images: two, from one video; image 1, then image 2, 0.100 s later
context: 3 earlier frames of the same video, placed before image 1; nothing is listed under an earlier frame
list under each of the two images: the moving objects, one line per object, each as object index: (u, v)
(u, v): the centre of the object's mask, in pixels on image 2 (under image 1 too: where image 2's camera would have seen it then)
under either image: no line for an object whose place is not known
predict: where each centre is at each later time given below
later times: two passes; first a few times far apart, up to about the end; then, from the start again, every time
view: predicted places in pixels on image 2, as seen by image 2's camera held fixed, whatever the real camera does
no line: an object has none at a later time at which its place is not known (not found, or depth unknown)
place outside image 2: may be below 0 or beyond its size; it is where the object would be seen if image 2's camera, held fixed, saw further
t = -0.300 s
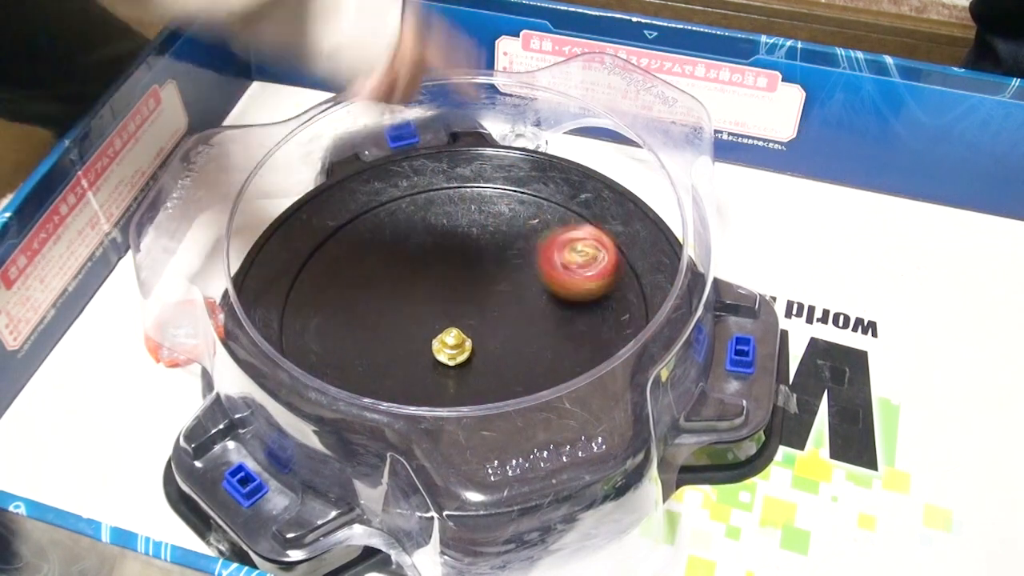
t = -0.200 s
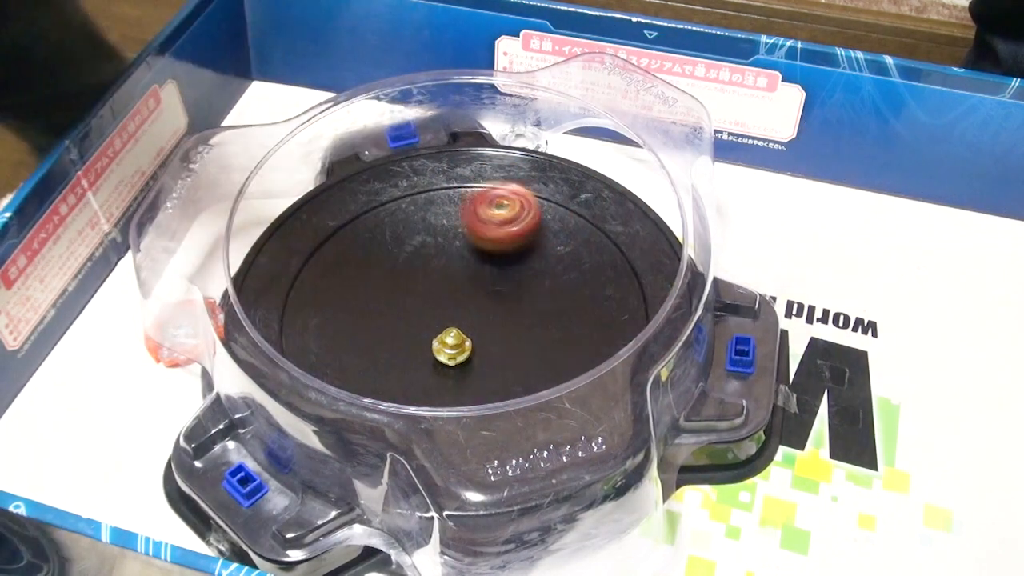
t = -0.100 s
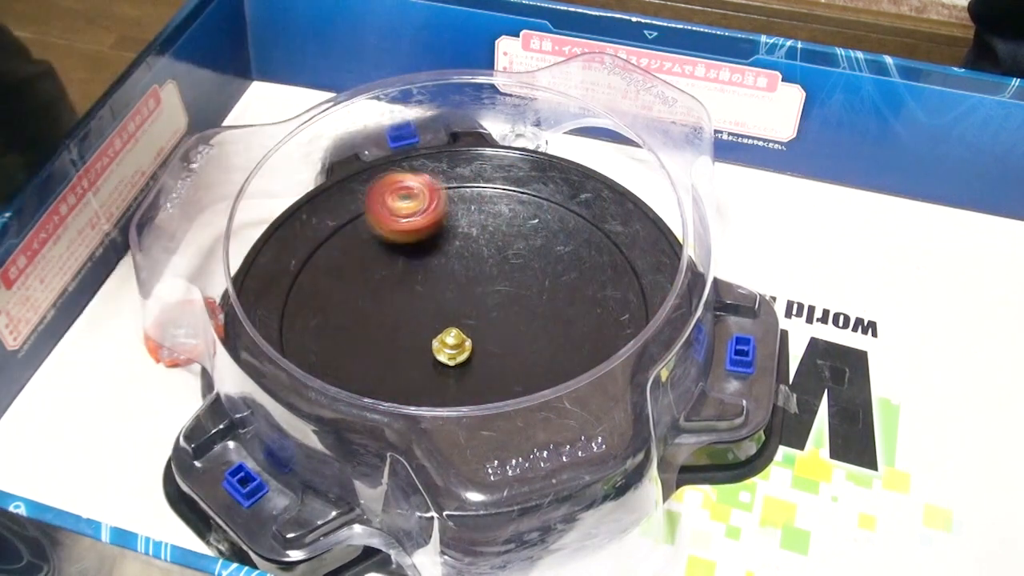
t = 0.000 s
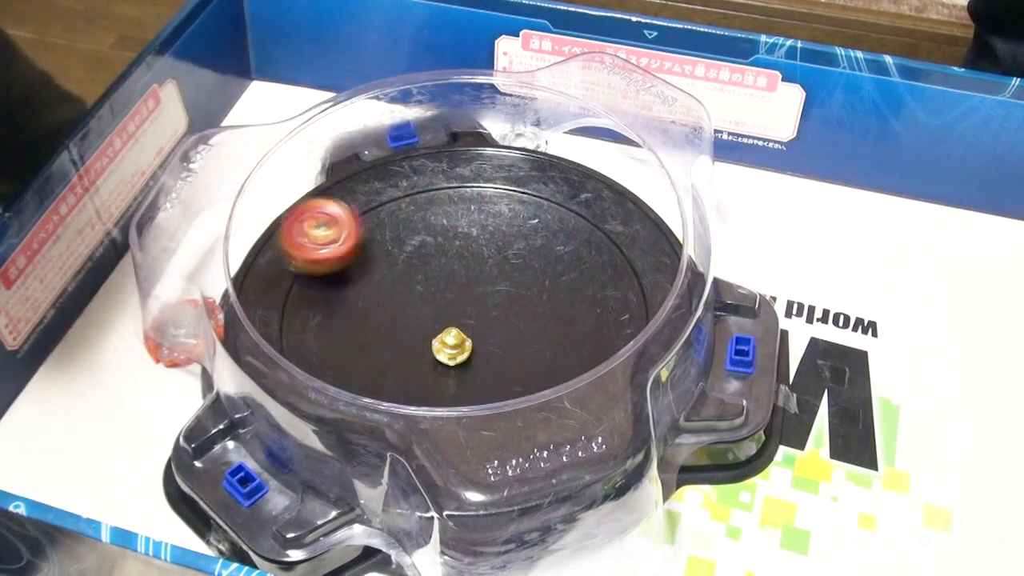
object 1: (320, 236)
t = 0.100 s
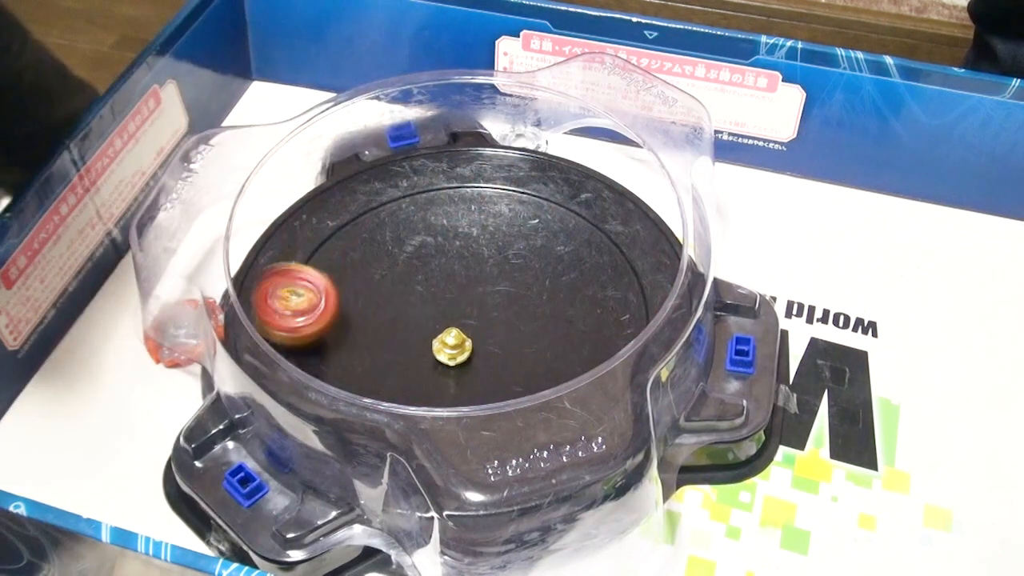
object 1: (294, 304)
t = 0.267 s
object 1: (360, 399)
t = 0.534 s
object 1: (587, 324)
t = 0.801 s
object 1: (488, 175)
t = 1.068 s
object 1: (318, 284)
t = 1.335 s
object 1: (487, 420)
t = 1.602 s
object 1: (631, 283)
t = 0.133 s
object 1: (298, 323)
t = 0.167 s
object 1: (306, 342)
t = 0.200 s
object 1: (317, 366)
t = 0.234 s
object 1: (336, 383)
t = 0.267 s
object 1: (360, 399)
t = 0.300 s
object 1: (391, 409)
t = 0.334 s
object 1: (427, 413)
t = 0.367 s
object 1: (462, 411)
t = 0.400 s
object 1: (497, 402)
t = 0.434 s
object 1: (528, 388)
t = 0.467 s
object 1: (554, 369)
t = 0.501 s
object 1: (573, 344)
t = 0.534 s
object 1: (587, 324)
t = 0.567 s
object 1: (594, 300)
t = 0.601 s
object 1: (593, 275)
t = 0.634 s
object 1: (588, 252)
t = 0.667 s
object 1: (577, 231)
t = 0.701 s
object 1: (561, 211)
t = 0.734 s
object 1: (540, 196)
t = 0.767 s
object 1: (515, 184)
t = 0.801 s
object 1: (488, 175)
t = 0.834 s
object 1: (459, 174)
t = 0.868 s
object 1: (429, 179)
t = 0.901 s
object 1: (401, 187)
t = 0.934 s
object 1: (376, 198)
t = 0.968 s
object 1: (354, 215)
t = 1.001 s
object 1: (337, 234)
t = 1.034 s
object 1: (324, 259)
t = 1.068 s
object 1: (318, 284)
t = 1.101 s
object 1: (318, 312)
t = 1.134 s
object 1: (327, 338)
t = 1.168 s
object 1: (343, 355)
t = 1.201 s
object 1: (363, 377)
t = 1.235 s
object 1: (387, 397)
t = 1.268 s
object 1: (418, 410)
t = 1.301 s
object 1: (452, 418)
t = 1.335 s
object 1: (487, 420)
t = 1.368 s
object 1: (521, 415)
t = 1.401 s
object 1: (555, 405)
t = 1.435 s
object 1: (583, 393)
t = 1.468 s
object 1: (606, 374)
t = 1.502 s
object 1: (621, 351)
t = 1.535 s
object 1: (629, 327)
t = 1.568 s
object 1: (632, 304)
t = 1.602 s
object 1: (631, 283)
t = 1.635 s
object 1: (623, 264)
